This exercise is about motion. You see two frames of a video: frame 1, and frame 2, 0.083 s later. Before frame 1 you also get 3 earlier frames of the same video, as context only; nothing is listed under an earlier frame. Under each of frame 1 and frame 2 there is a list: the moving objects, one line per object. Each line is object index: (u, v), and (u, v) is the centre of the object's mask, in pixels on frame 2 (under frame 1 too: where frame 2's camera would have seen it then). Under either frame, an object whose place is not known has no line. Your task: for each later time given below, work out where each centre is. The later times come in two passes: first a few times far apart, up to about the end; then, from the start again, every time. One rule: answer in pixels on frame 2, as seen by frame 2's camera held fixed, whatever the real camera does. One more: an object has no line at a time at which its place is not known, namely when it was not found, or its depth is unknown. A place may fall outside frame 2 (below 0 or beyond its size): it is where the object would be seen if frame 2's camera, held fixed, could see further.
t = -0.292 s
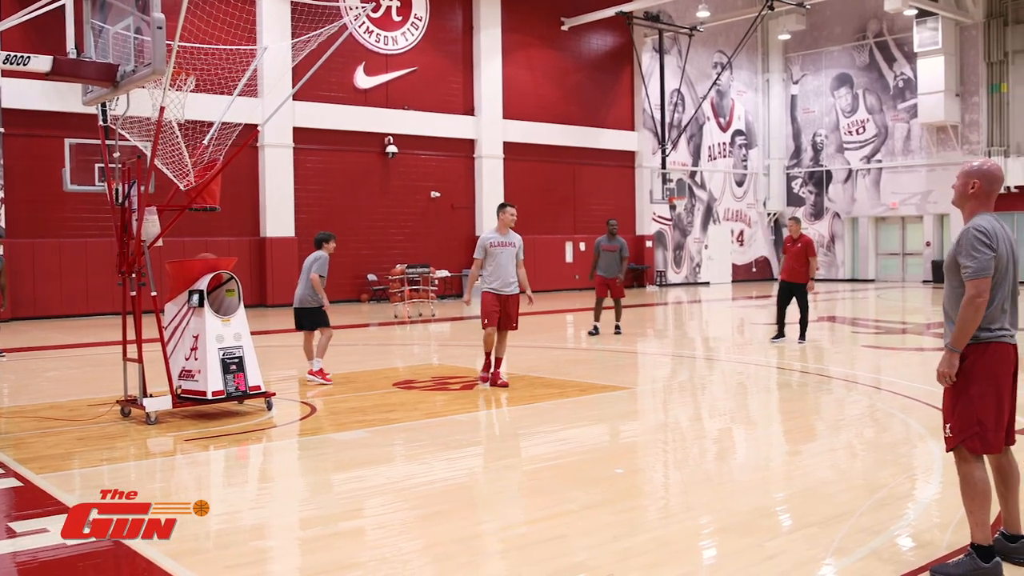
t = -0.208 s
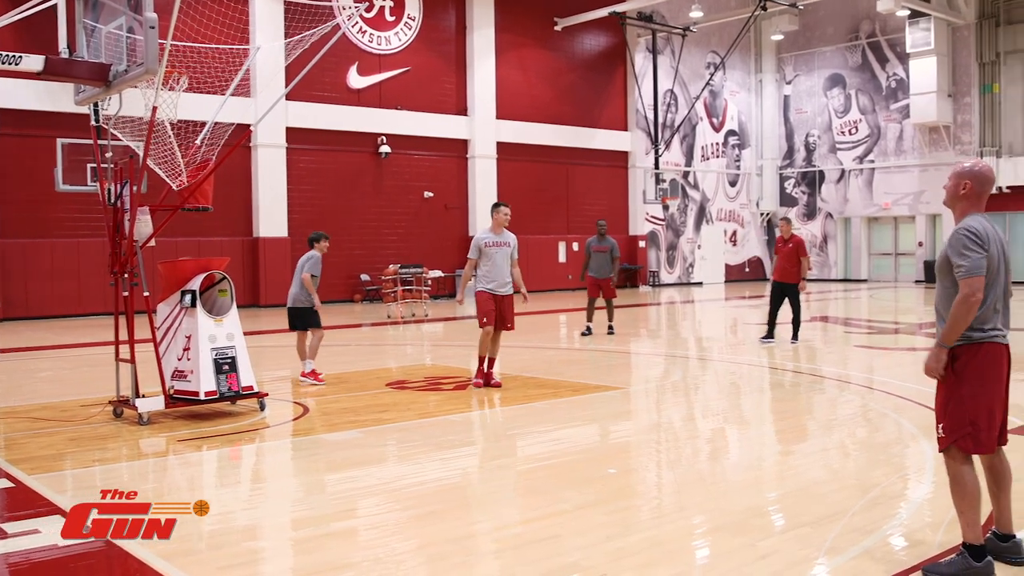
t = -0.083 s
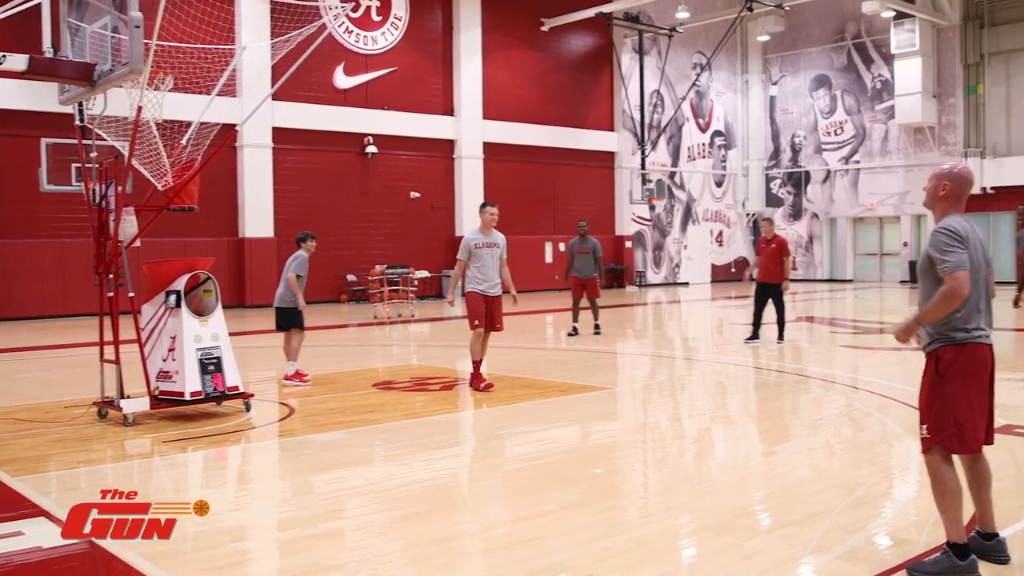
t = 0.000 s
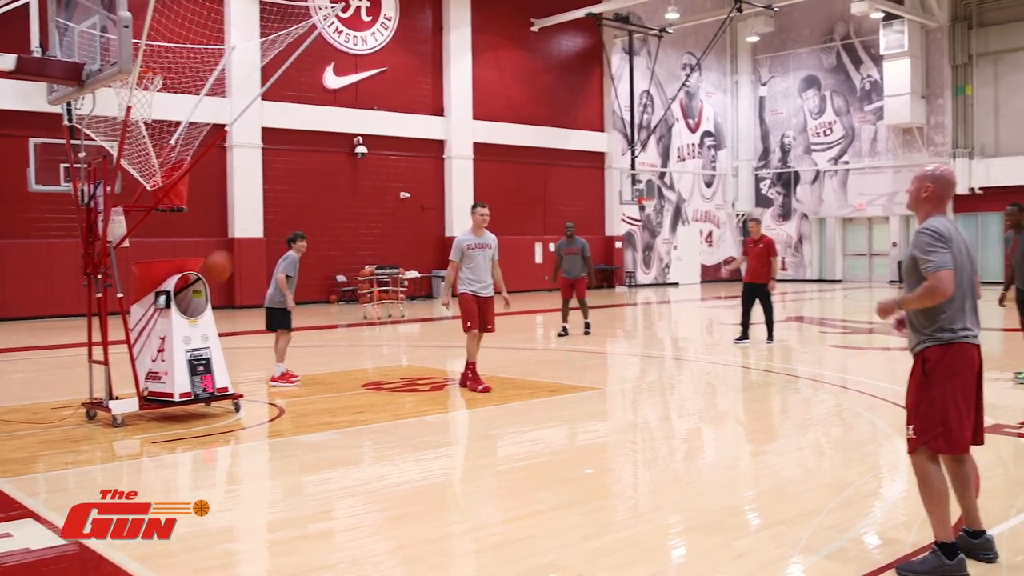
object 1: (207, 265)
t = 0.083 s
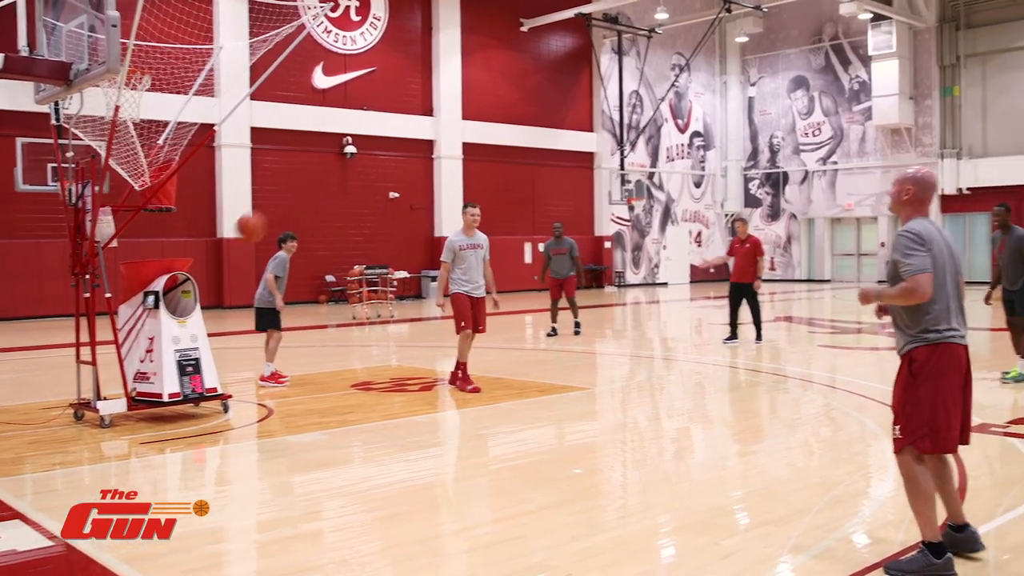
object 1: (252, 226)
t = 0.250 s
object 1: (354, 166)
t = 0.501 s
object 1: (558, 124)
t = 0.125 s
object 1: (275, 209)
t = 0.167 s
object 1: (300, 193)
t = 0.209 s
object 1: (325, 178)
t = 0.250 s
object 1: (354, 166)
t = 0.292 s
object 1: (383, 154)
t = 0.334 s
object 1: (414, 145)
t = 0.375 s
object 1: (447, 136)
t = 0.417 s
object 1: (483, 128)
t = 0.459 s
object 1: (520, 124)
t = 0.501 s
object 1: (558, 124)
